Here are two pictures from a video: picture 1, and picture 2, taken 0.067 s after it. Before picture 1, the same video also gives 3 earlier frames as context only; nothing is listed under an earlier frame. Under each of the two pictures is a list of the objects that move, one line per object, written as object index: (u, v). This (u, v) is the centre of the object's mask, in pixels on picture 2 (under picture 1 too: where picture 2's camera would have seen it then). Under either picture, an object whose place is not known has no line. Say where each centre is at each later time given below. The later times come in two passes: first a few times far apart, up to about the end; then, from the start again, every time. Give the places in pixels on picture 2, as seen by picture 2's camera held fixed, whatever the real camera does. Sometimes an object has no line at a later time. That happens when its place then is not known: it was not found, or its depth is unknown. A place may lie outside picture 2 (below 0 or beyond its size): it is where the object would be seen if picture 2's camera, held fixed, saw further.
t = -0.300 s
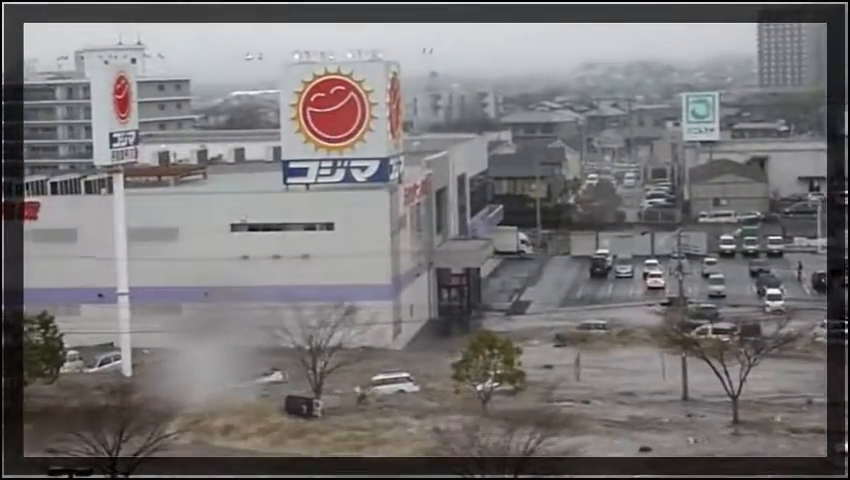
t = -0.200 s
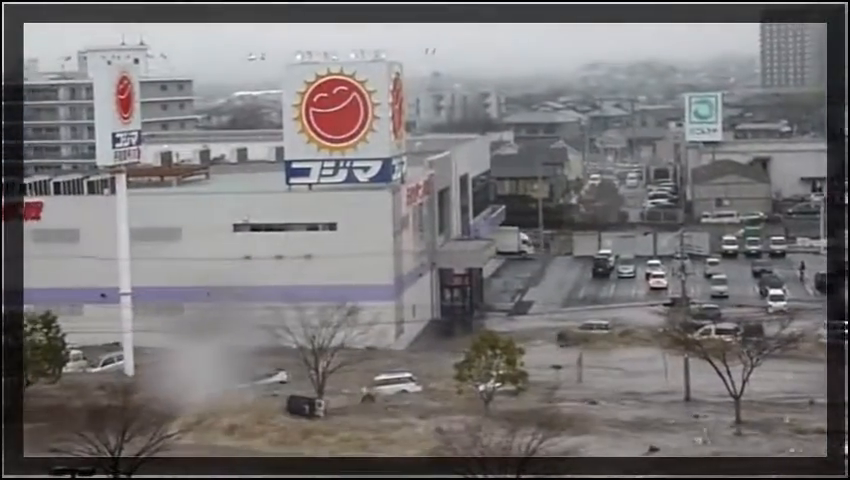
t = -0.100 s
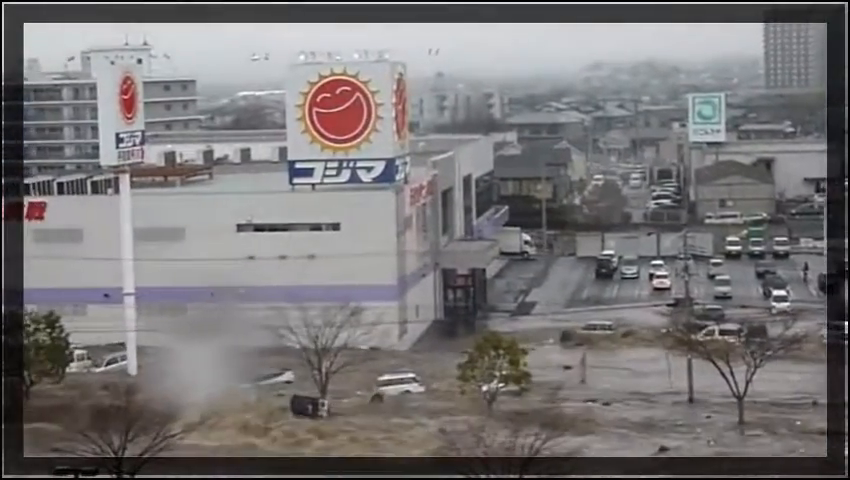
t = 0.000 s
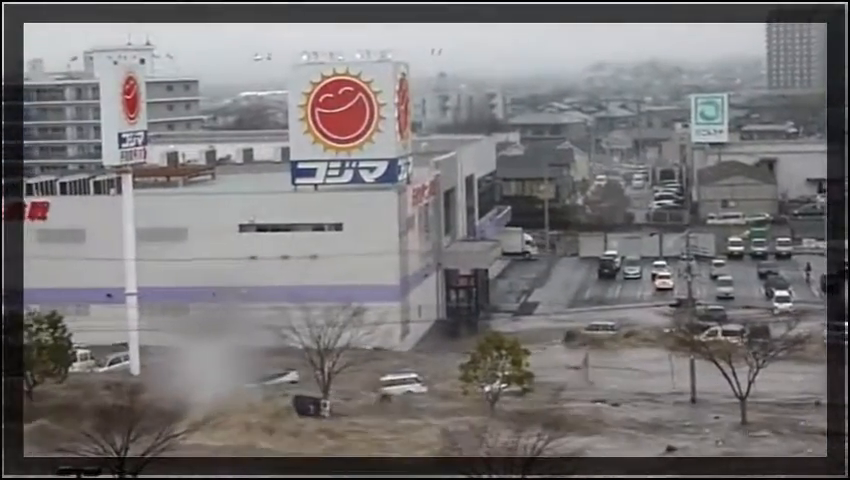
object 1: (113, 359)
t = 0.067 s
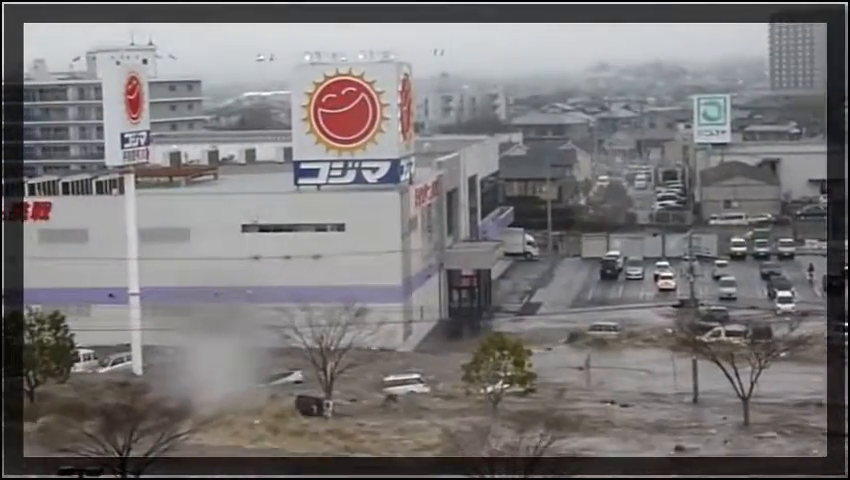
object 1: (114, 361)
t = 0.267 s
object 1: (115, 361)
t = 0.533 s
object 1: (116, 362)
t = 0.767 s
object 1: (116, 363)
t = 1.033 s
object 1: (117, 362)
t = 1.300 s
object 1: (123, 361)
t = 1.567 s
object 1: (124, 362)
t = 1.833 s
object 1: (128, 361)
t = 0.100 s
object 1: (114, 360)
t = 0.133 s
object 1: (114, 360)
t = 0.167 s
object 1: (114, 360)
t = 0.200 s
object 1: (115, 361)
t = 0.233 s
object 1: (115, 361)
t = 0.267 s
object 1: (115, 361)
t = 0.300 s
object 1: (115, 361)
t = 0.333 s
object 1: (114, 361)
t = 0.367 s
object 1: (114, 362)
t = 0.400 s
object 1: (115, 362)
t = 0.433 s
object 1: (116, 362)
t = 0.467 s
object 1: (115, 362)
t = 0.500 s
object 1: (115, 362)
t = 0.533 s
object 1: (116, 362)
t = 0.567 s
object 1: (116, 362)
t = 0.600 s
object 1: (116, 362)
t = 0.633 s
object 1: (116, 362)
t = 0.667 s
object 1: (116, 362)
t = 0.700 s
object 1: (116, 362)
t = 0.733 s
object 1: (116, 363)
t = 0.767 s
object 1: (116, 363)
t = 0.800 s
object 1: (116, 363)
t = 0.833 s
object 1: (115, 363)
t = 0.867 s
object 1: (115, 363)
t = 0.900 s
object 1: (116, 363)
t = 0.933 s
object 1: (116, 363)
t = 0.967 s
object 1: (117, 363)
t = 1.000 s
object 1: (117, 363)
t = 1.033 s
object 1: (117, 362)
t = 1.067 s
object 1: (117, 362)
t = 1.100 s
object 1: (117, 362)
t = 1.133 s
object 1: (117, 362)
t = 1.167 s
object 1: (117, 362)
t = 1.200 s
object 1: (117, 362)
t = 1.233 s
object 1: (118, 362)
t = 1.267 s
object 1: (118, 362)
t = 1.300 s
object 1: (123, 361)
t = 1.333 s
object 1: (118, 362)
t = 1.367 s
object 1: (124, 362)
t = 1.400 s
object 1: (123, 362)
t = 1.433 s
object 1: (124, 362)
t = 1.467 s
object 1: (124, 362)
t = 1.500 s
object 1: (123, 362)
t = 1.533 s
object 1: (124, 362)
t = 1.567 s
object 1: (124, 362)
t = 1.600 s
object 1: (120, 363)
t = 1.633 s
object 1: (124, 362)
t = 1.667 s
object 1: (126, 361)
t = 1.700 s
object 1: (126, 361)
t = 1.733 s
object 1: (126, 361)
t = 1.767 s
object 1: (126, 361)
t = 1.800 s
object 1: (127, 362)
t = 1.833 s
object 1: (128, 361)
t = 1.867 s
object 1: (128, 361)
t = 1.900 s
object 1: (129, 361)
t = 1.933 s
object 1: (130, 361)
